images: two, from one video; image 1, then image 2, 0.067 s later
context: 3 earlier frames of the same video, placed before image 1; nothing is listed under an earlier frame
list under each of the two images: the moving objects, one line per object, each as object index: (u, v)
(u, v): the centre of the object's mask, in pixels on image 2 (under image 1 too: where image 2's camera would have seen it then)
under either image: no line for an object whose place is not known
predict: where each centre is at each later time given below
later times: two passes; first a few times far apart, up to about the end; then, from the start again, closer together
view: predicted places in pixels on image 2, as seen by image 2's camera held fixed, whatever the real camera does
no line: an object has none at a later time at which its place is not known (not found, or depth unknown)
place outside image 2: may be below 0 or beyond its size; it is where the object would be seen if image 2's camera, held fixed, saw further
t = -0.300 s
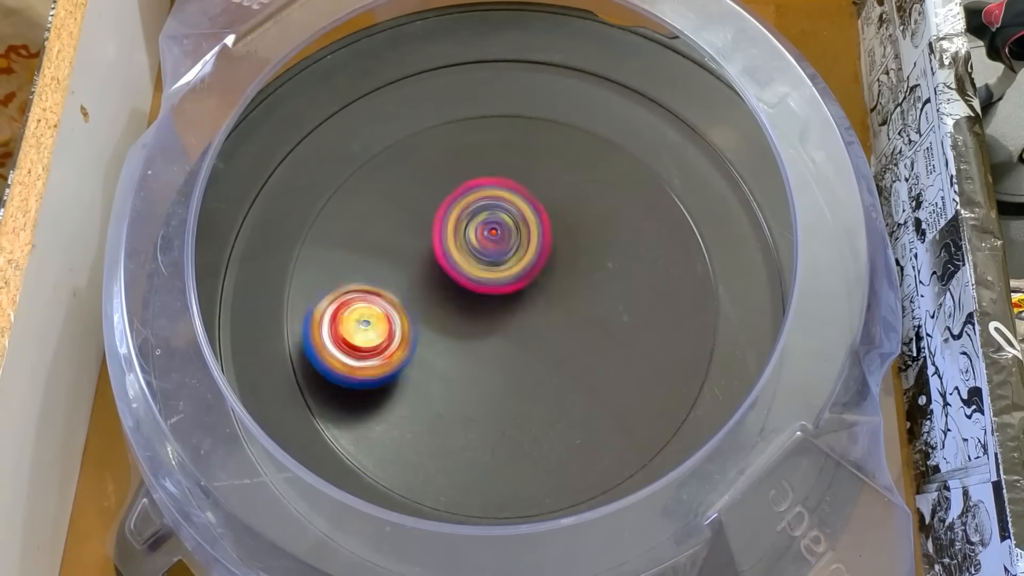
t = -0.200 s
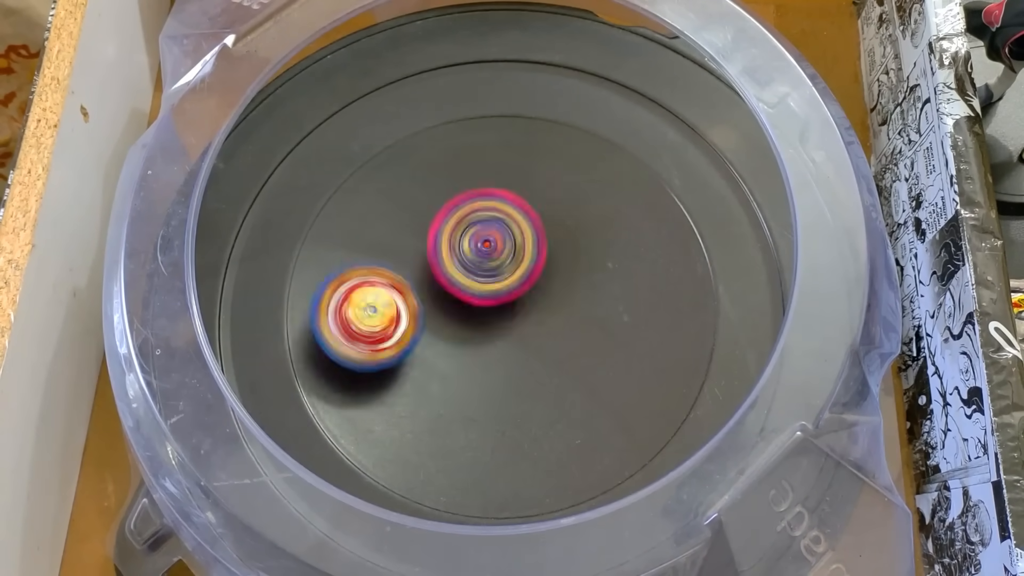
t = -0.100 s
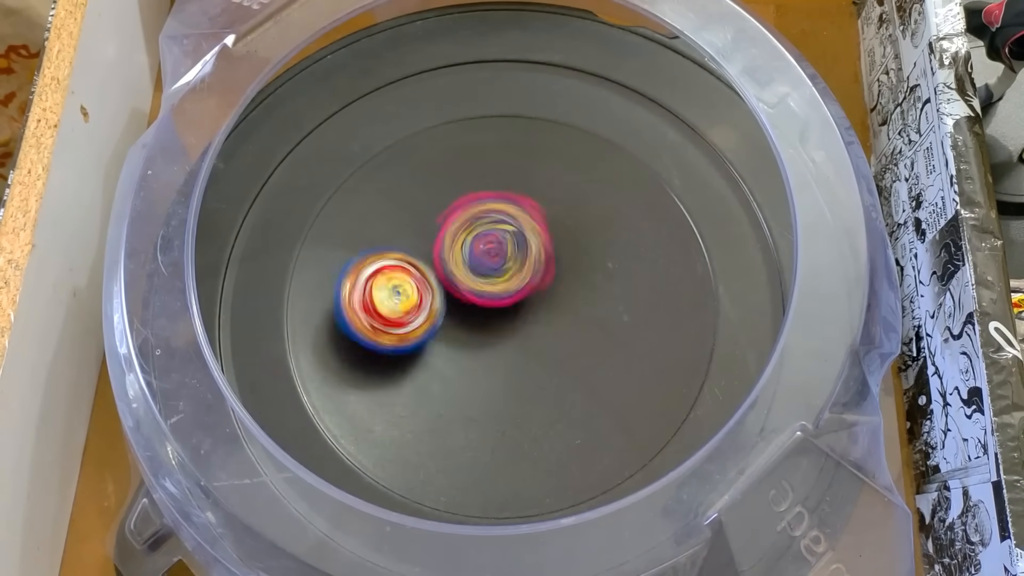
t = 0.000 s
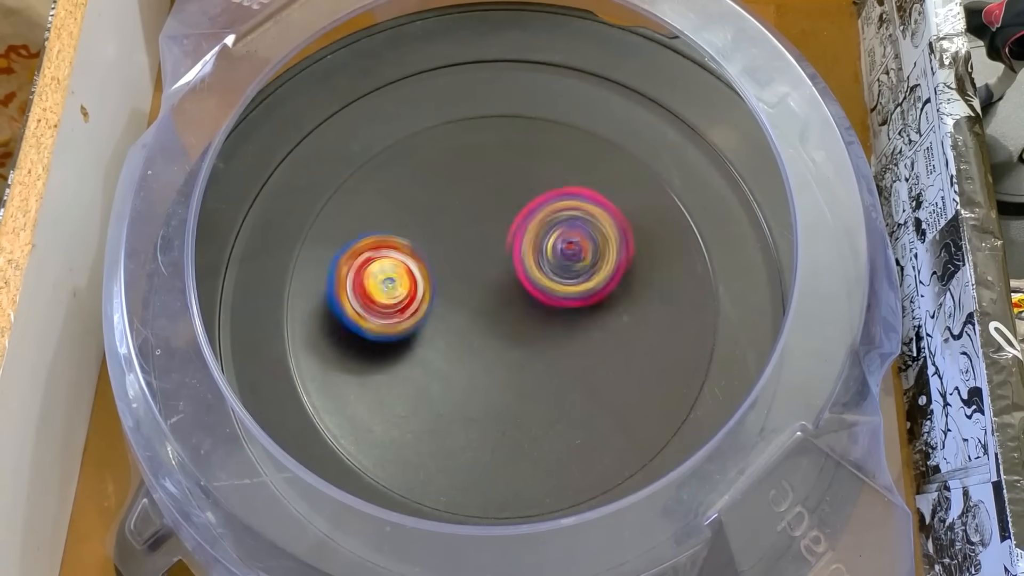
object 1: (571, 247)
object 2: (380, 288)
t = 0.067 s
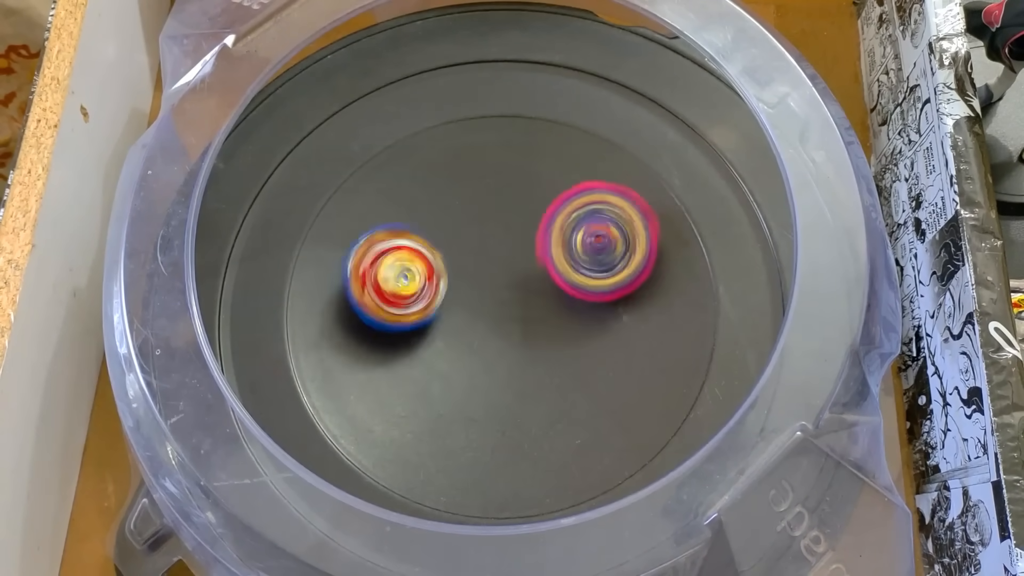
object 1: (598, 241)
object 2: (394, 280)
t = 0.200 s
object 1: (597, 242)
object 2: (438, 277)
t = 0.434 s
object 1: (597, 287)
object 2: (470, 277)
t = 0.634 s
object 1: (627, 322)
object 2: (466, 280)
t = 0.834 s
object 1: (571, 325)
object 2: (448, 267)
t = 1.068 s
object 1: (551, 328)
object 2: (448, 272)
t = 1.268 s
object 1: (529, 353)
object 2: (453, 283)
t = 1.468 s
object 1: (484, 364)
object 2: (476, 273)
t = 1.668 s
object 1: (425, 335)
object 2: (490, 266)
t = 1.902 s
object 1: (400, 308)
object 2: (489, 281)
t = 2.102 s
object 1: (409, 273)
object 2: (493, 277)
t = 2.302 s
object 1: (409, 262)
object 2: (493, 280)
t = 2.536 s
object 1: (411, 262)
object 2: (494, 280)
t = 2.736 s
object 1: (414, 254)
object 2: (494, 281)
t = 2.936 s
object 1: (416, 249)
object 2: (495, 282)
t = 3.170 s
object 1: (417, 249)
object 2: (495, 282)
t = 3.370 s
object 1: (417, 249)
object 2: (495, 282)
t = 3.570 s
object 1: (417, 249)
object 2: (495, 282)
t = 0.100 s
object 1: (604, 237)
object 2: (407, 277)
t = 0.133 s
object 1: (604, 236)
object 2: (415, 276)
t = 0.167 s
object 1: (601, 237)
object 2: (427, 275)
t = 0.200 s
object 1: (597, 242)
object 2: (438, 277)
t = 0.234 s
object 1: (588, 245)
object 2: (449, 277)
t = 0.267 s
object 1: (578, 250)
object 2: (463, 280)
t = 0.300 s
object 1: (581, 259)
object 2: (462, 279)
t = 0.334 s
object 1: (587, 266)
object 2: (463, 279)
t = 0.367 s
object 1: (588, 271)
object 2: (466, 280)
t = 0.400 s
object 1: (587, 277)
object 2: (471, 279)
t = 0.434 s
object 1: (597, 287)
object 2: (470, 277)
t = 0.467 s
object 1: (615, 293)
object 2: (463, 275)
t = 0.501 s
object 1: (625, 304)
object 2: (459, 272)
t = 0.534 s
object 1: (634, 310)
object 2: (458, 272)
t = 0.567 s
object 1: (635, 316)
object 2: (461, 274)
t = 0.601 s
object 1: (634, 320)
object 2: (463, 278)
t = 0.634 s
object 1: (627, 322)
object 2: (466, 280)
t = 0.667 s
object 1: (617, 322)
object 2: (470, 281)
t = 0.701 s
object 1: (602, 321)
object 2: (475, 285)
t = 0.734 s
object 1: (585, 317)
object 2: (476, 289)
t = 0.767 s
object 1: (580, 317)
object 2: (463, 281)
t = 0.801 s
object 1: (577, 323)
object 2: (452, 271)
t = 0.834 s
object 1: (571, 325)
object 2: (448, 267)
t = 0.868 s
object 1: (566, 327)
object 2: (446, 267)
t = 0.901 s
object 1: (560, 325)
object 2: (444, 267)
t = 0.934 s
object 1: (556, 323)
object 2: (446, 268)
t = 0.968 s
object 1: (553, 320)
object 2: (447, 269)
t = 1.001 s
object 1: (552, 319)
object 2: (449, 274)
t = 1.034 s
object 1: (550, 321)
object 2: (451, 276)
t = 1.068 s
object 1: (551, 328)
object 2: (448, 272)
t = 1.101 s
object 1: (550, 336)
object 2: (446, 269)
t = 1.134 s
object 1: (545, 342)
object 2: (446, 269)
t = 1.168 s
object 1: (541, 344)
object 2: (446, 270)
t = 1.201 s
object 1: (538, 347)
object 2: (447, 273)
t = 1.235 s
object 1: (534, 350)
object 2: (449, 277)
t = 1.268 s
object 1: (529, 353)
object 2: (453, 283)
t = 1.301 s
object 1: (522, 357)
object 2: (455, 282)
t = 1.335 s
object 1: (512, 361)
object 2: (458, 276)
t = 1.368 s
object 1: (503, 363)
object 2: (461, 272)
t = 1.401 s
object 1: (496, 364)
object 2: (466, 270)
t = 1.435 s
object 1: (490, 364)
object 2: (472, 272)
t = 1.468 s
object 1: (484, 364)
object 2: (476, 273)
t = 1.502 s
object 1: (479, 362)
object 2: (480, 272)
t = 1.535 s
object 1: (472, 358)
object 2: (484, 270)
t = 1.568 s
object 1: (462, 354)
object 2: (488, 267)
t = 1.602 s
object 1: (451, 348)
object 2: (490, 265)
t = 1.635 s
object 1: (436, 340)
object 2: (490, 266)
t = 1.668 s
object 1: (425, 335)
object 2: (490, 266)
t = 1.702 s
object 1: (415, 331)
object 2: (491, 267)
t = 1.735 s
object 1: (408, 328)
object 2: (491, 270)
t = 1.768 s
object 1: (404, 325)
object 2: (490, 273)
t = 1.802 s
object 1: (402, 322)
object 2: (488, 276)
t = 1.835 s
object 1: (400, 318)
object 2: (485, 279)
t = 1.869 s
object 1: (399, 313)
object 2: (487, 281)
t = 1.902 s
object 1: (400, 308)
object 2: (489, 281)
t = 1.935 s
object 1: (401, 302)
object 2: (489, 280)
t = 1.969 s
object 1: (402, 297)
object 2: (490, 280)
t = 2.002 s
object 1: (404, 291)
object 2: (491, 279)
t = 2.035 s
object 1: (407, 285)
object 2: (491, 278)
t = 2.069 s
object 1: (409, 278)
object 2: (492, 278)
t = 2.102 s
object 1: (409, 273)
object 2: (493, 277)
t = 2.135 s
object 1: (409, 268)
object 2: (493, 276)
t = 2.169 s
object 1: (409, 265)
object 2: (493, 276)
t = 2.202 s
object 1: (409, 262)
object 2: (493, 276)
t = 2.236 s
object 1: (409, 261)
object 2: (493, 276)
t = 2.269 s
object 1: (409, 262)
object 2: (493, 278)
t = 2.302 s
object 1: (409, 262)
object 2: (493, 280)
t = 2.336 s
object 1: (408, 264)
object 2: (492, 281)
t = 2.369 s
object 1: (408, 265)
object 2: (492, 282)
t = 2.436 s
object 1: (409, 264)
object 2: (493, 281)
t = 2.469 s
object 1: (410, 264)
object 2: (493, 280)
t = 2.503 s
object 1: (410, 263)
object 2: (493, 280)
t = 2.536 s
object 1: (411, 262)
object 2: (494, 280)
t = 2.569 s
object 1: (411, 260)
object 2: (494, 280)
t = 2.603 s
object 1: (412, 259)
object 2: (494, 280)
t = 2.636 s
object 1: (412, 258)
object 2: (494, 280)
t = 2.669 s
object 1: (413, 256)
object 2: (494, 280)
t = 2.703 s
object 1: (413, 255)
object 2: (494, 280)
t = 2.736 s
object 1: (414, 254)
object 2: (494, 281)
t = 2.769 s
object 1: (415, 252)
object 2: (494, 281)
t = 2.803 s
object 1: (415, 251)
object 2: (494, 281)
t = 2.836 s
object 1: (415, 251)
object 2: (495, 282)
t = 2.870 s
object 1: (416, 250)
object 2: (495, 282)
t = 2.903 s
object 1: (416, 249)
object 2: (495, 282)
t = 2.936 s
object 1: (416, 249)
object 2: (495, 282)
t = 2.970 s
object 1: (416, 249)
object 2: (495, 282)
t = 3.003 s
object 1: (417, 249)
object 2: (495, 282)
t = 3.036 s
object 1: (417, 249)
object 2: (495, 282)
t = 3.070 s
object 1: (417, 249)
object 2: (495, 282)
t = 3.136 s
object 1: (417, 249)
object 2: (495, 282)
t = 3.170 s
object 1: (417, 249)
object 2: (495, 282)
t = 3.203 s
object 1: (417, 249)
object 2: (495, 282)
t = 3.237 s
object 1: (417, 249)
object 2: (495, 282)
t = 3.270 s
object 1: (417, 249)
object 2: (495, 282)
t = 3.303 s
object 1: (417, 249)
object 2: (495, 282)
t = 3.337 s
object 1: (417, 249)
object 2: (495, 282)
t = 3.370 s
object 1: (417, 249)
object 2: (495, 282)
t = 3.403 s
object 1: (416, 249)
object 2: (495, 282)
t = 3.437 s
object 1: (417, 249)
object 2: (495, 282)
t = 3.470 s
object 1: (417, 249)
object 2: (495, 282)
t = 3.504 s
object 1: (417, 249)
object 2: (495, 282)
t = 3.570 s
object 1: (417, 249)
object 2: (495, 282)
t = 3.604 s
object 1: (417, 249)
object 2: (495, 282)
